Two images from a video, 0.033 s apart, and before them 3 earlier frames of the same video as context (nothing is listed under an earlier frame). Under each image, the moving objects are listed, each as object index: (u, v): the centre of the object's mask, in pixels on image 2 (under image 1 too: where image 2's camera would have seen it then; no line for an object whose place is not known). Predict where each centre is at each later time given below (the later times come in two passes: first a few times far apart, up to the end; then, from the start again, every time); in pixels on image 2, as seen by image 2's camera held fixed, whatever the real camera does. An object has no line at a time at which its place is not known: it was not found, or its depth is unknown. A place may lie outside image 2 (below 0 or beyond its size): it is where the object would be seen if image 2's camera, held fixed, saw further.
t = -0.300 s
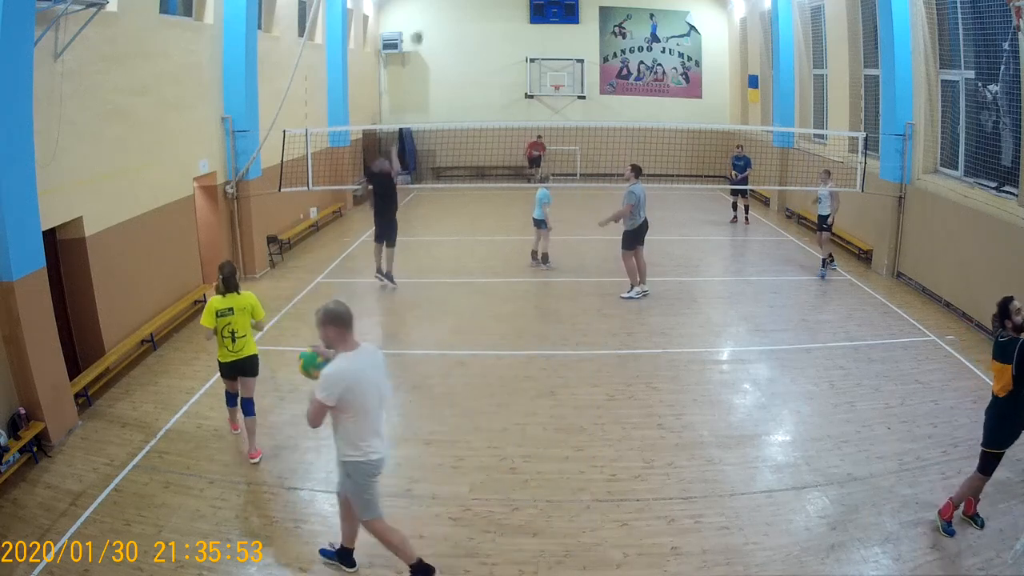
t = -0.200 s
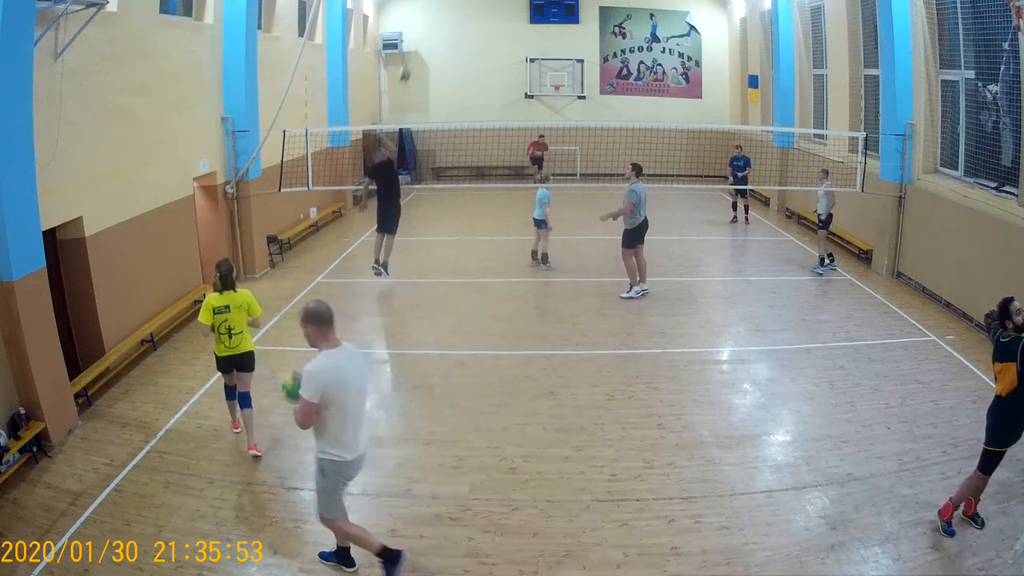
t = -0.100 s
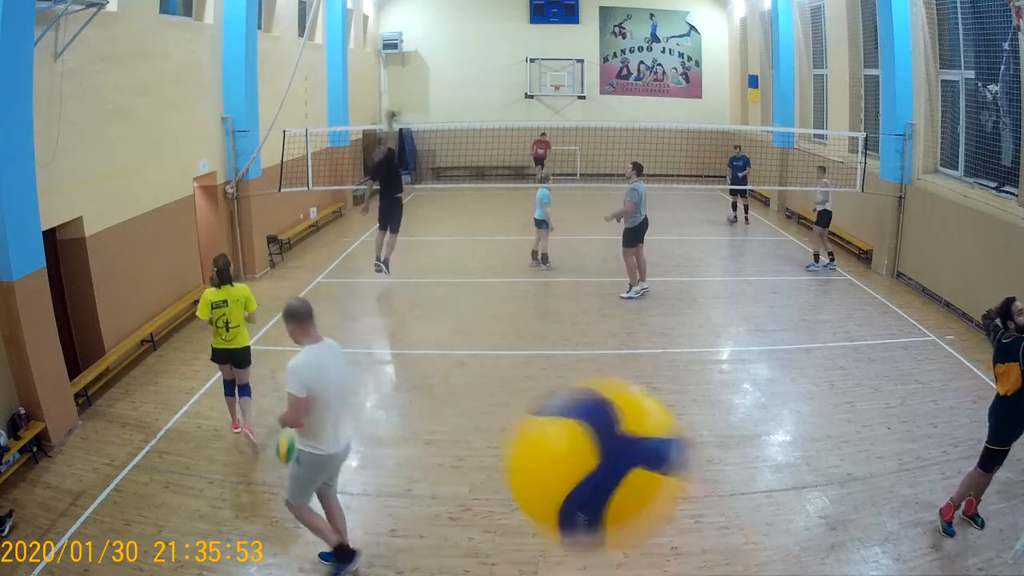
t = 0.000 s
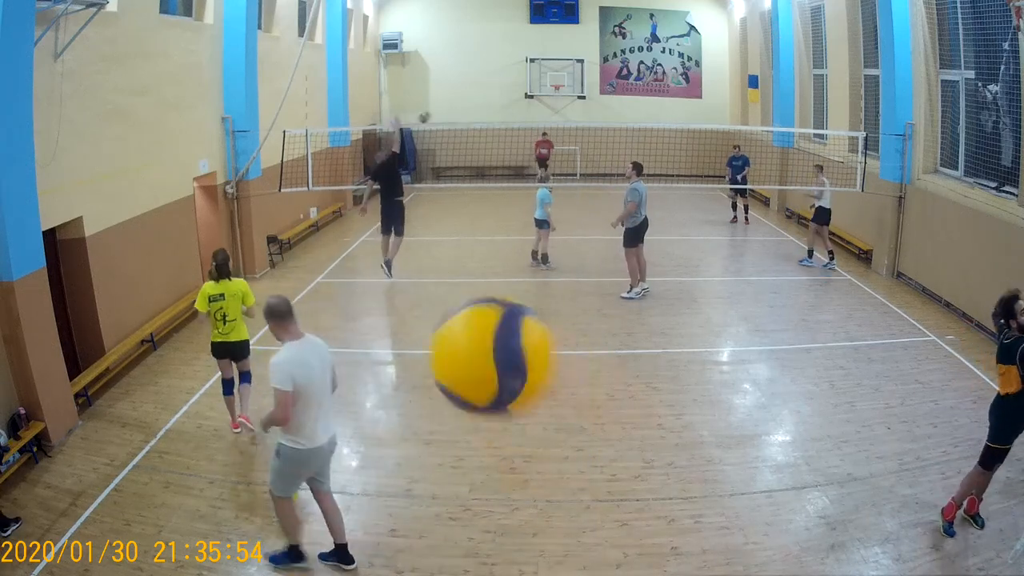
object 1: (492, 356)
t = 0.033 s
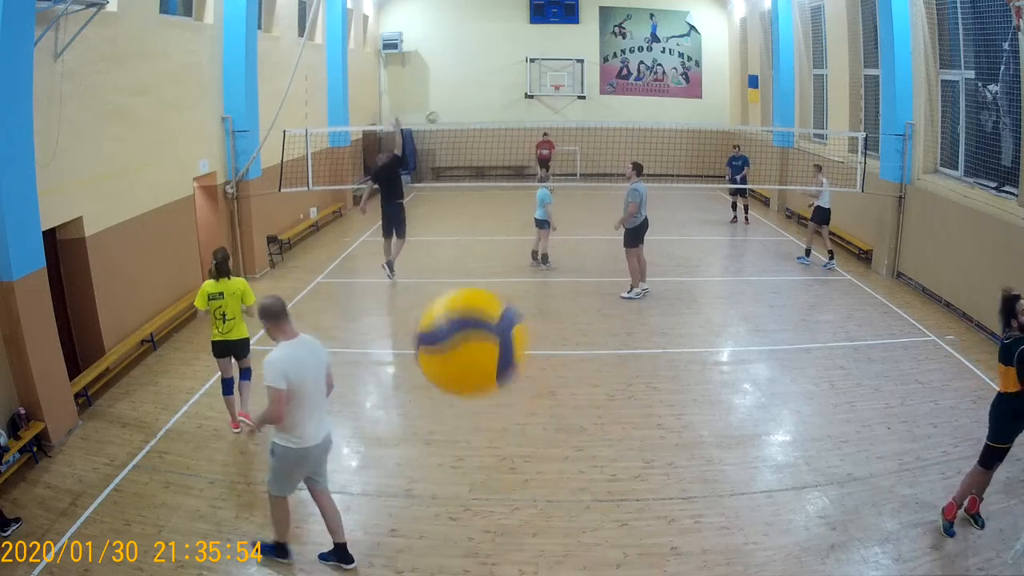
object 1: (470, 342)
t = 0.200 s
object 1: (407, 352)
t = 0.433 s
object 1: (378, 439)
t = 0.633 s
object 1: (375, 520)
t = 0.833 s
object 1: (349, 427)
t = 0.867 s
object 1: (345, 414)
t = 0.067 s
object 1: (451, 335)
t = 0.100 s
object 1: (437, 335)
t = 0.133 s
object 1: (426, 337)
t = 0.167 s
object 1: (415, 343)
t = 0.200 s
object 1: (407, 352)
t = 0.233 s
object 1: (400, 359)
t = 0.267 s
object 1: (394, 373)
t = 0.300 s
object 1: (390, 384)
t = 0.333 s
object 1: (386, 397)
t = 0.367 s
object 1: (383, 411)
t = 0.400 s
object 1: (381, 425)
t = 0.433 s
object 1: (378, 439)
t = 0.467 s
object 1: (377, 453)
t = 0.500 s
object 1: (376, 467)
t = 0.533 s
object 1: (376, 480)
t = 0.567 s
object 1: (375, 494)
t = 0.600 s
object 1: (375, 509)
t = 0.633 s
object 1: (375, 520)
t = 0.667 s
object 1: (372, 521)
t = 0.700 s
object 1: (367, 499)
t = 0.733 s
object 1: (362, 482)
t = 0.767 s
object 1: (358, 463)
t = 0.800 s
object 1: (352, 444)
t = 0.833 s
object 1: (349, 427)
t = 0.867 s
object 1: (345, 414)
